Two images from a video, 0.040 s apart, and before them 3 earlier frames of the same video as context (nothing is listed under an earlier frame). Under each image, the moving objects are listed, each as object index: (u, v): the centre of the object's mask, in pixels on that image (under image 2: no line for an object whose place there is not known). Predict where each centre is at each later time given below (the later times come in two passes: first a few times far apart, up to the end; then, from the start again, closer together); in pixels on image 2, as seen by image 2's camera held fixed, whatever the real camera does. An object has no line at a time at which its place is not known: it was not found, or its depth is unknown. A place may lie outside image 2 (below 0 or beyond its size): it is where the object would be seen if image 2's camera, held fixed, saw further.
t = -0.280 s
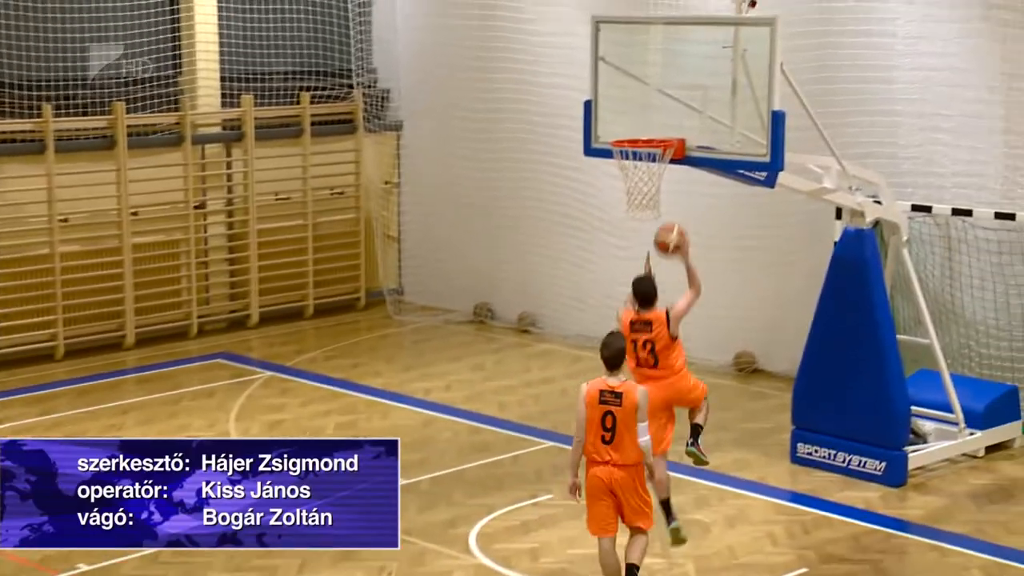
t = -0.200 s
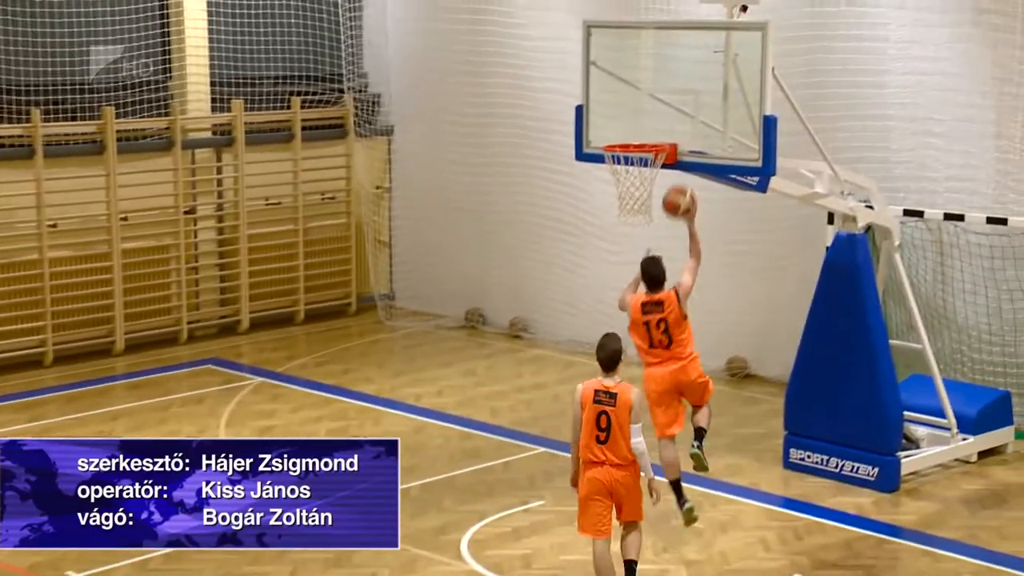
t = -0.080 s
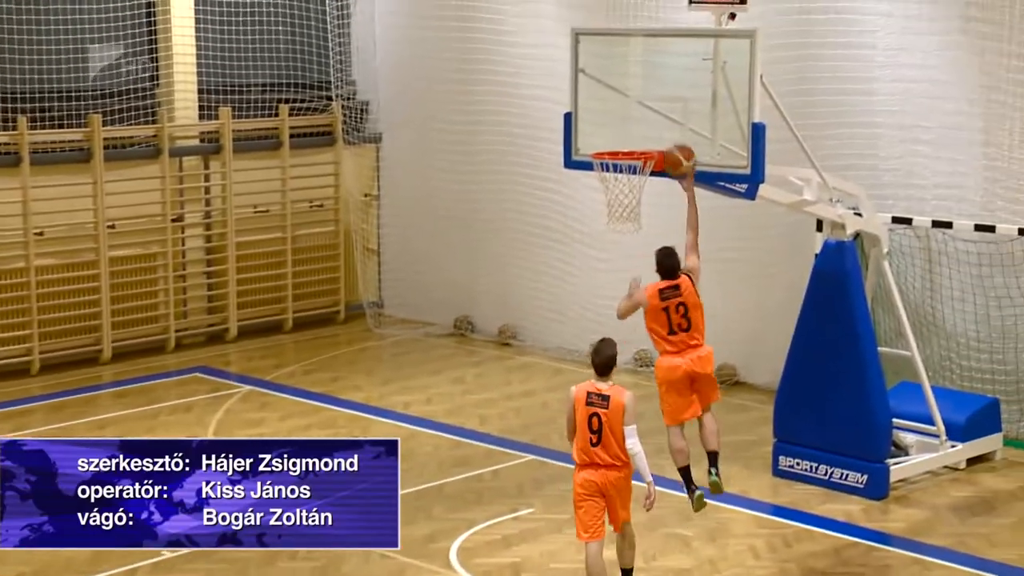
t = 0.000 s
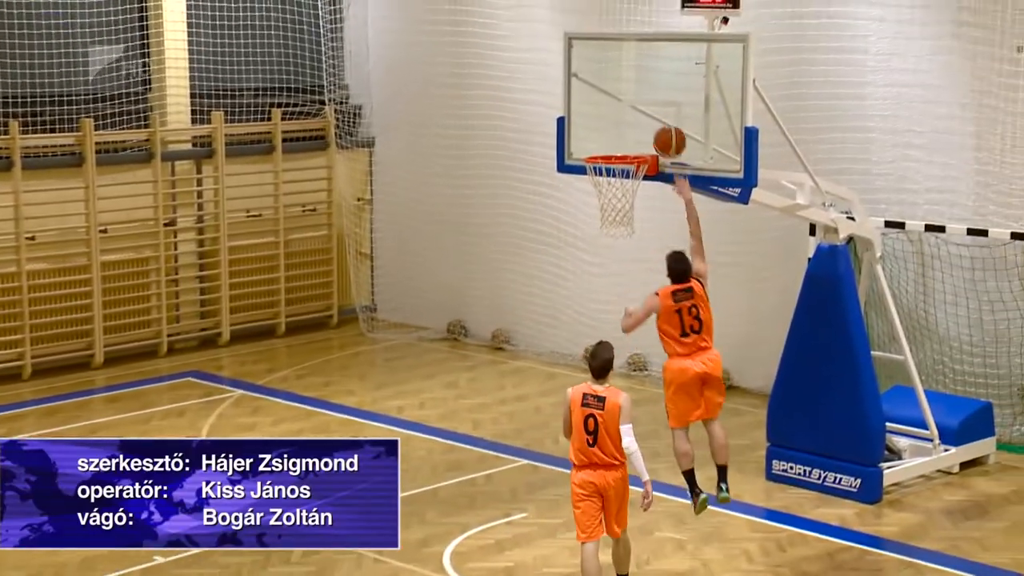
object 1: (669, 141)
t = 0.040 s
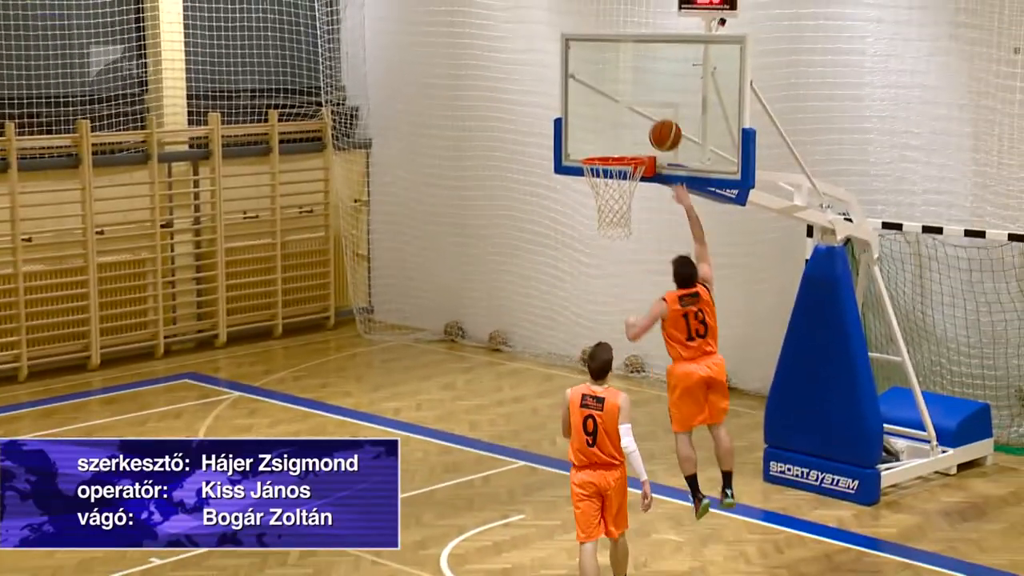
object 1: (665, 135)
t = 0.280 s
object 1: (627, 140)
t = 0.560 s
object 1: (597, 204)
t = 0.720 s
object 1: (603, 239)
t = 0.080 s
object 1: (664, 129)
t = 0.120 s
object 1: (657, 127)
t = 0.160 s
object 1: (650, 127)
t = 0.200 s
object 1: (642, 130)
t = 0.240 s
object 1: (635, 134)
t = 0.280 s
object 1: (627, 140)
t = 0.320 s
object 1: (619, 147)
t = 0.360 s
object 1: (611, 153)
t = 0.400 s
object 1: (602, 176)
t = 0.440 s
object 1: (596, 185)
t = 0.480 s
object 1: (594, 193)
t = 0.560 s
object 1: (597, 204)
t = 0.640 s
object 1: (599, 218)
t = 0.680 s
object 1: (601, 227)
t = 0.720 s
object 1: (603, 239)
